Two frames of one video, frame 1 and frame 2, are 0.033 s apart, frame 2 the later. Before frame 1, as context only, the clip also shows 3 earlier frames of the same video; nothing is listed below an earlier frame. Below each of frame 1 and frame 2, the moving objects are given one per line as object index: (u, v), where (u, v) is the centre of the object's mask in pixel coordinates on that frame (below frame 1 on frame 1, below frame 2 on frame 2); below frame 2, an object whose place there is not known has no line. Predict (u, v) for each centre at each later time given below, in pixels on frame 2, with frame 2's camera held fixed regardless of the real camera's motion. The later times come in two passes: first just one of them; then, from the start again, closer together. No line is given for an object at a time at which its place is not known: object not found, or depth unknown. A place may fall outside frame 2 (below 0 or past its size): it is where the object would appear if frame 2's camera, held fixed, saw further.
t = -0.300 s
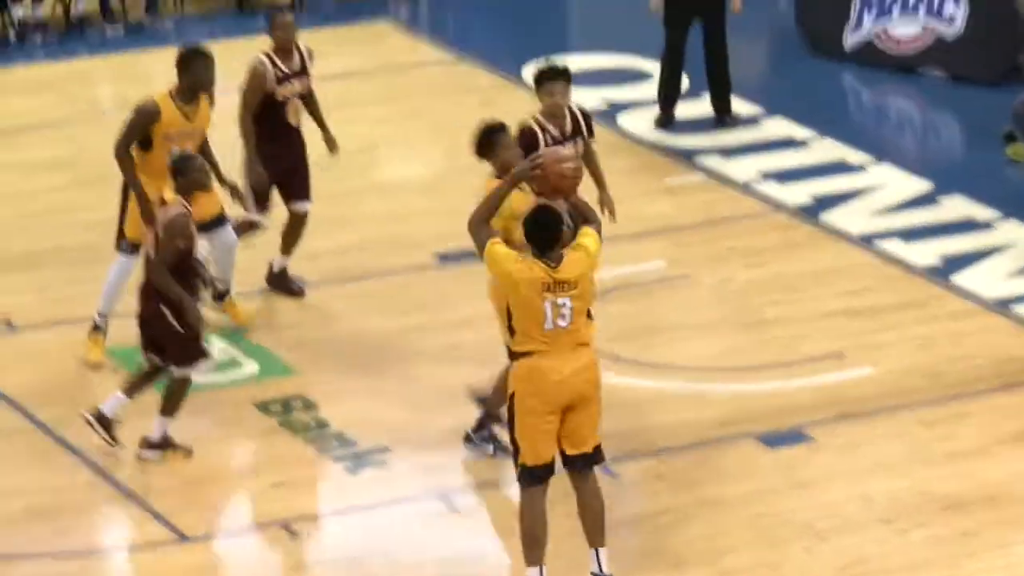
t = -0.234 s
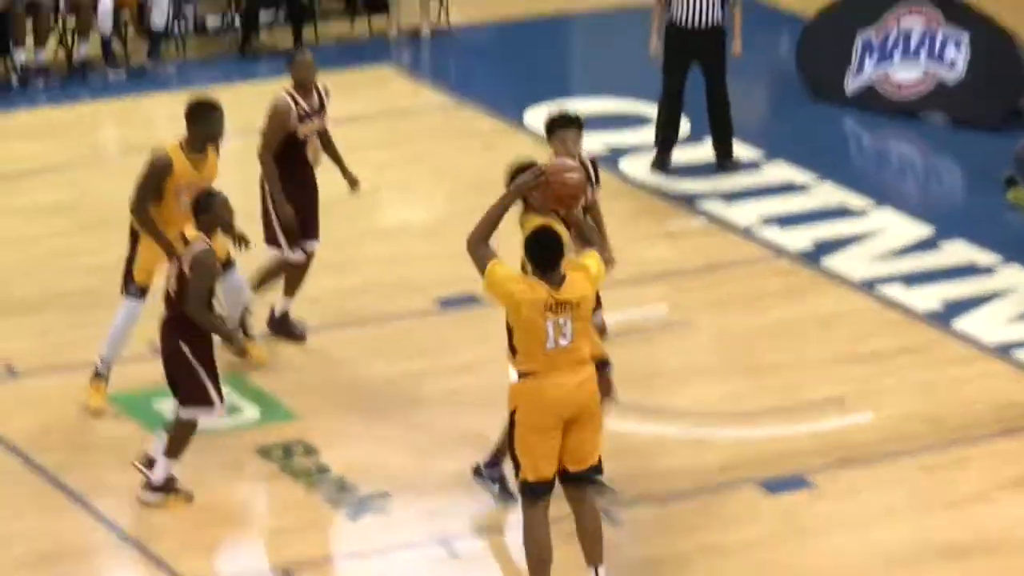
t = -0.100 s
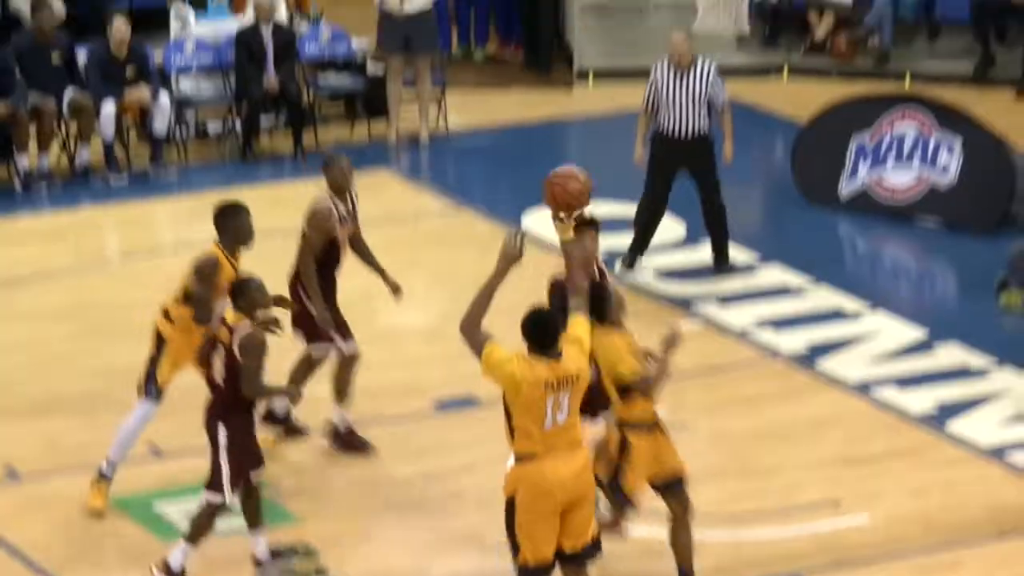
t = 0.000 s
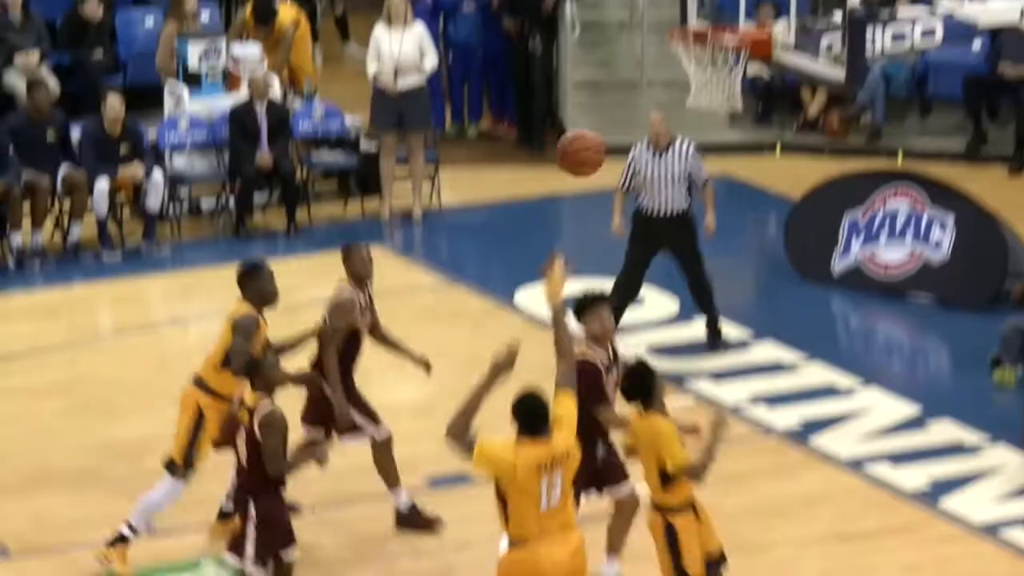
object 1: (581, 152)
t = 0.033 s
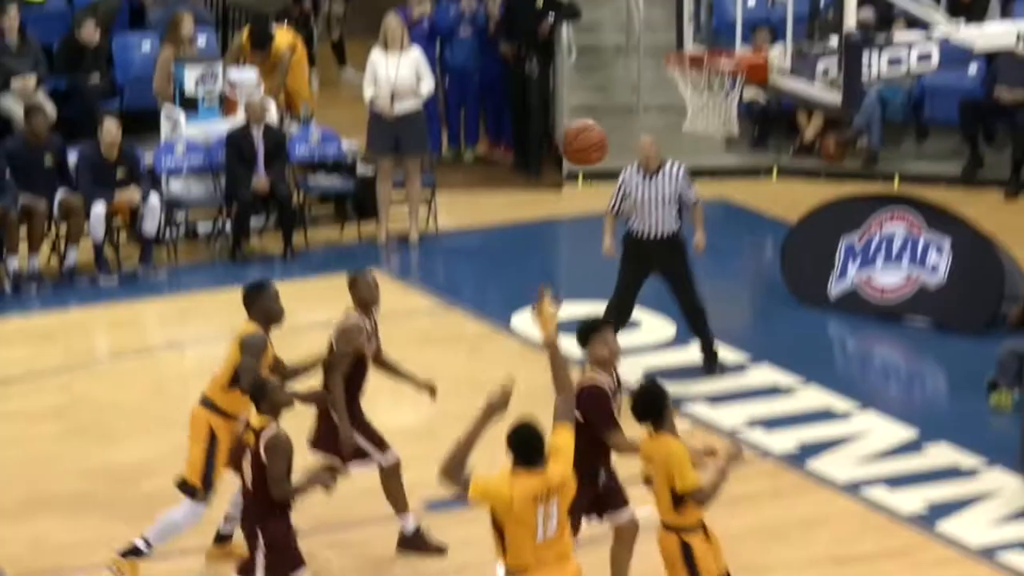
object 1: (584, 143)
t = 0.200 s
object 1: (616, 15)
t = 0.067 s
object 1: (590, 113)
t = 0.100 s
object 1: (597, 84)
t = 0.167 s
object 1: (609, 35)
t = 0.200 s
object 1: (616, 15)
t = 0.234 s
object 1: (622, -4)
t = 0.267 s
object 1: (628, -20)
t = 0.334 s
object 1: (639, -44)
